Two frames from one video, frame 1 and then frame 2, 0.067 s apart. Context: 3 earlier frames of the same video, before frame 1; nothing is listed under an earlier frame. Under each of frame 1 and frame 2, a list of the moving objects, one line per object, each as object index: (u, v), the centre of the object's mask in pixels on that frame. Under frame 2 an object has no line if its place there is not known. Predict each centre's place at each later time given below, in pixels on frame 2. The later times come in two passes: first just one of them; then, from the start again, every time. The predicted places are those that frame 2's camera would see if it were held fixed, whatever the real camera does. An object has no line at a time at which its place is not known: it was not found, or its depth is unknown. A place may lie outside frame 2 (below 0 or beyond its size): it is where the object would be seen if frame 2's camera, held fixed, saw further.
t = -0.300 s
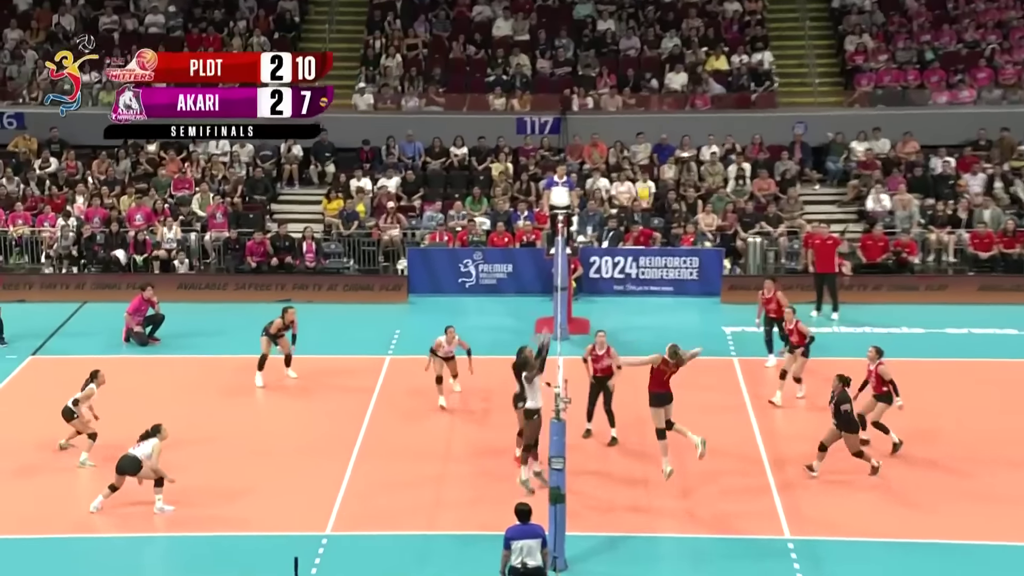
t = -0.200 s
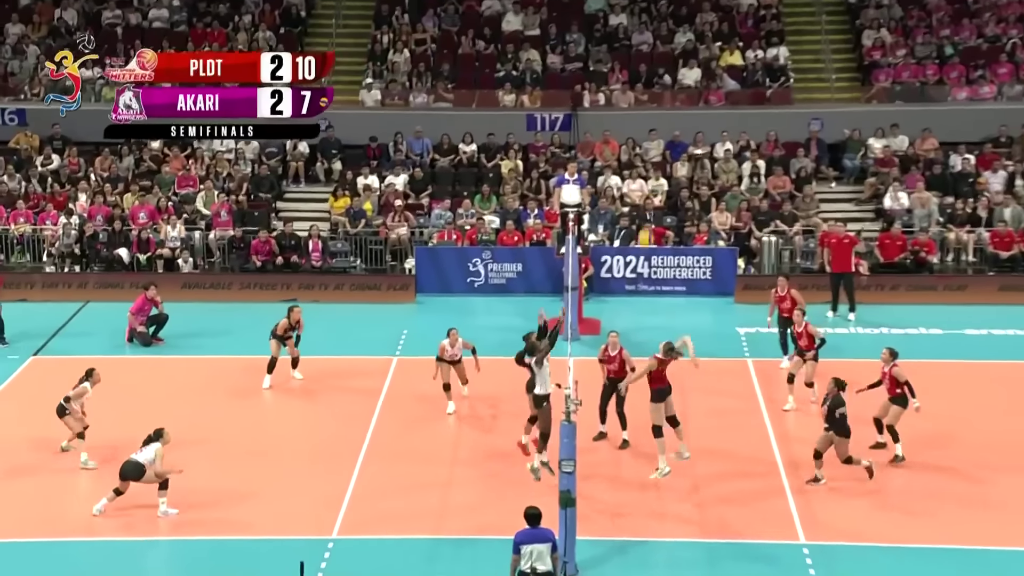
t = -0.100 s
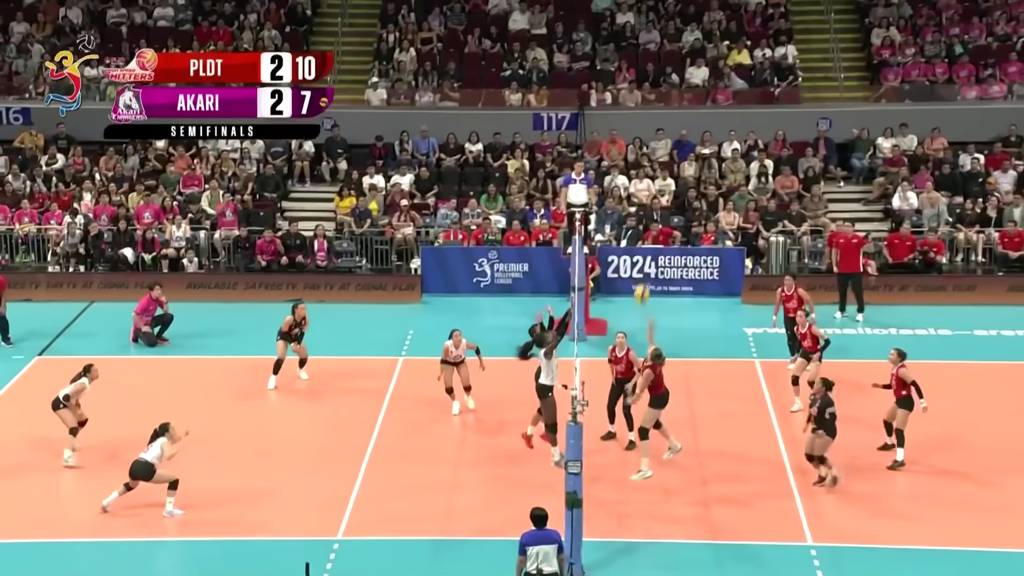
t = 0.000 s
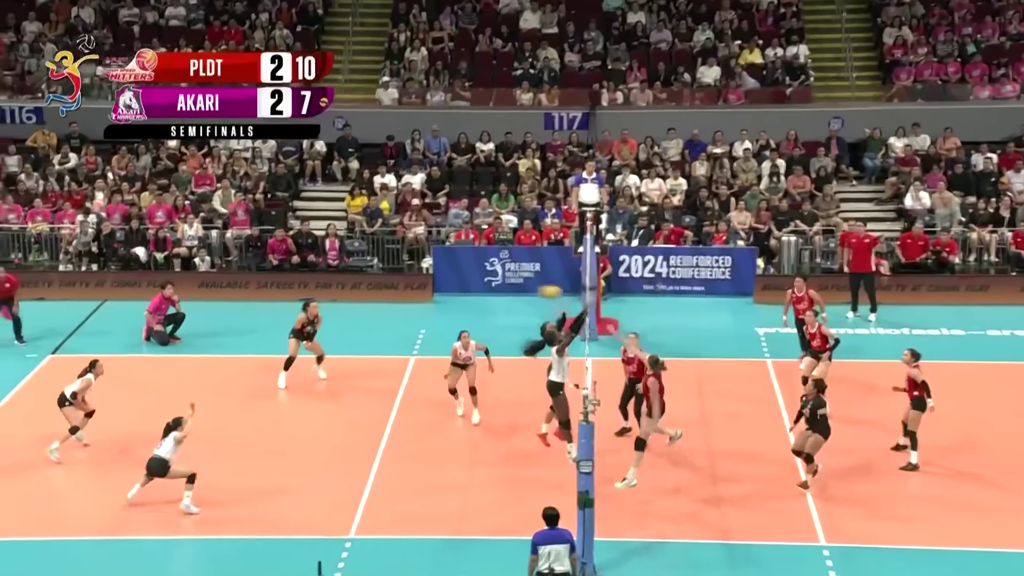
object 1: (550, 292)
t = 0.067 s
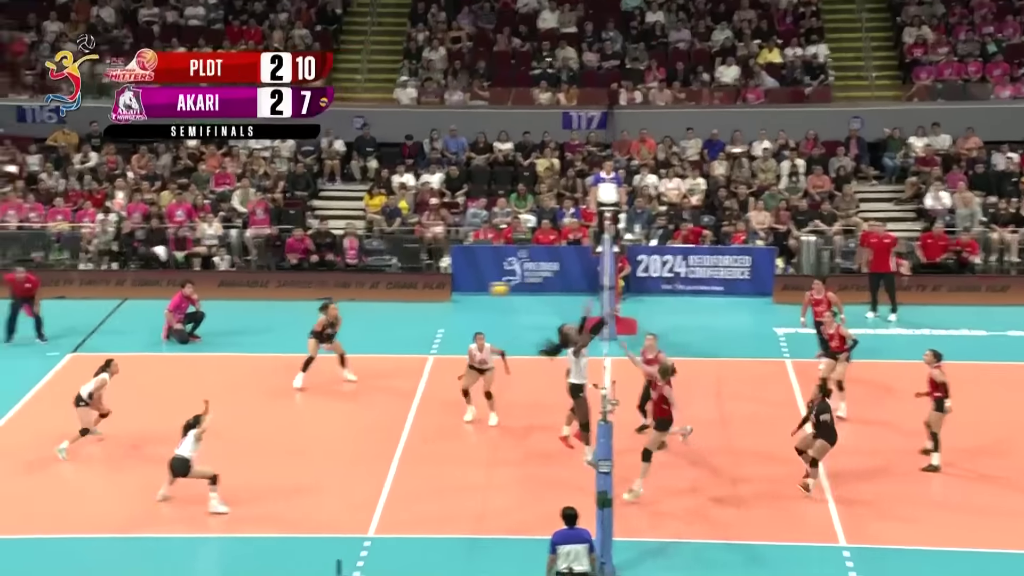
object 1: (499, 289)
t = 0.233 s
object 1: (337, 293)
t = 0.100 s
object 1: (466, 289)
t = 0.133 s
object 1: (433, 288)
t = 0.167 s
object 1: (401, 290)
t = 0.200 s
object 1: (369, 292)
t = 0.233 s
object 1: (337, 293)
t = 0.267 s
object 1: (307, 296)
